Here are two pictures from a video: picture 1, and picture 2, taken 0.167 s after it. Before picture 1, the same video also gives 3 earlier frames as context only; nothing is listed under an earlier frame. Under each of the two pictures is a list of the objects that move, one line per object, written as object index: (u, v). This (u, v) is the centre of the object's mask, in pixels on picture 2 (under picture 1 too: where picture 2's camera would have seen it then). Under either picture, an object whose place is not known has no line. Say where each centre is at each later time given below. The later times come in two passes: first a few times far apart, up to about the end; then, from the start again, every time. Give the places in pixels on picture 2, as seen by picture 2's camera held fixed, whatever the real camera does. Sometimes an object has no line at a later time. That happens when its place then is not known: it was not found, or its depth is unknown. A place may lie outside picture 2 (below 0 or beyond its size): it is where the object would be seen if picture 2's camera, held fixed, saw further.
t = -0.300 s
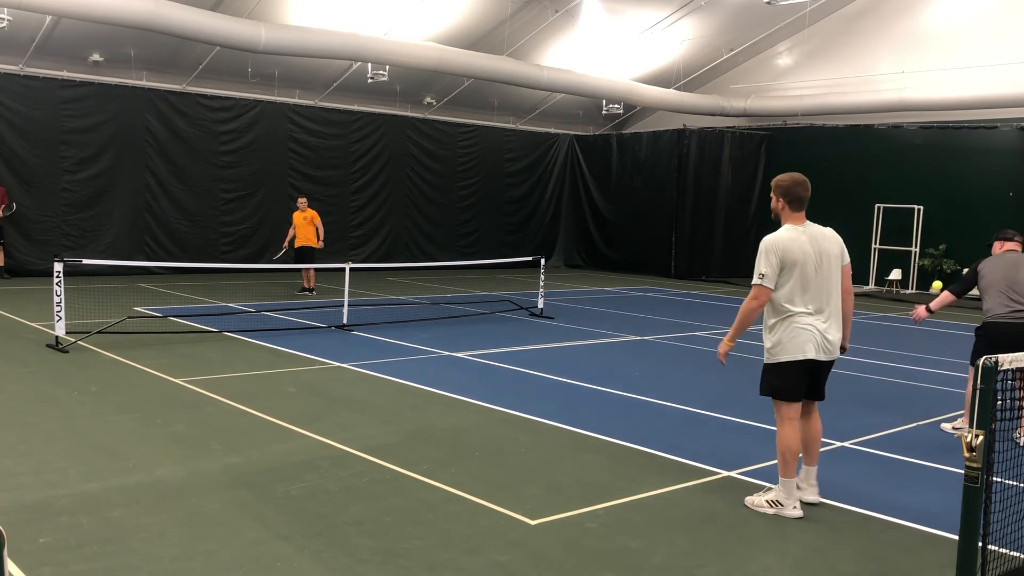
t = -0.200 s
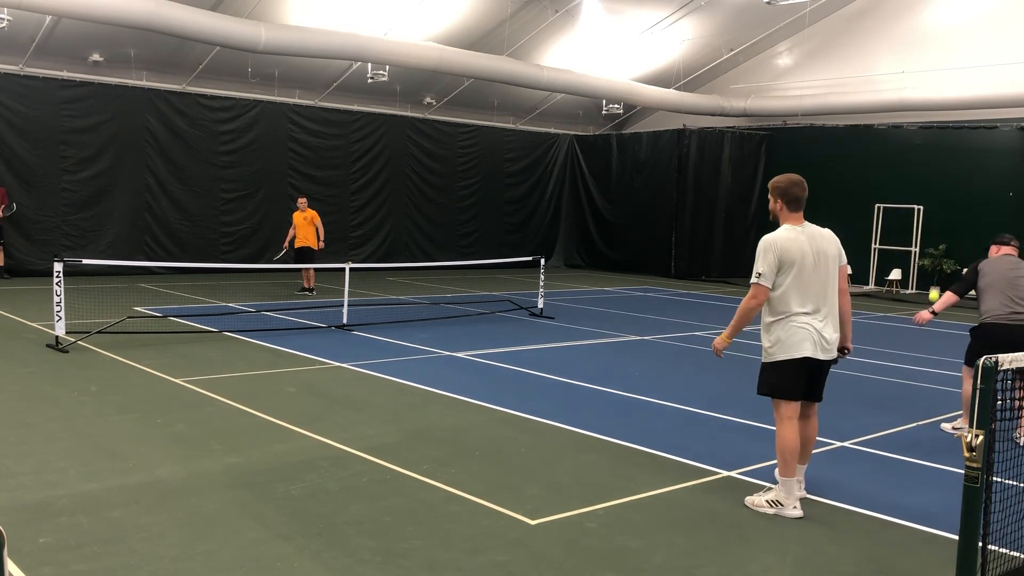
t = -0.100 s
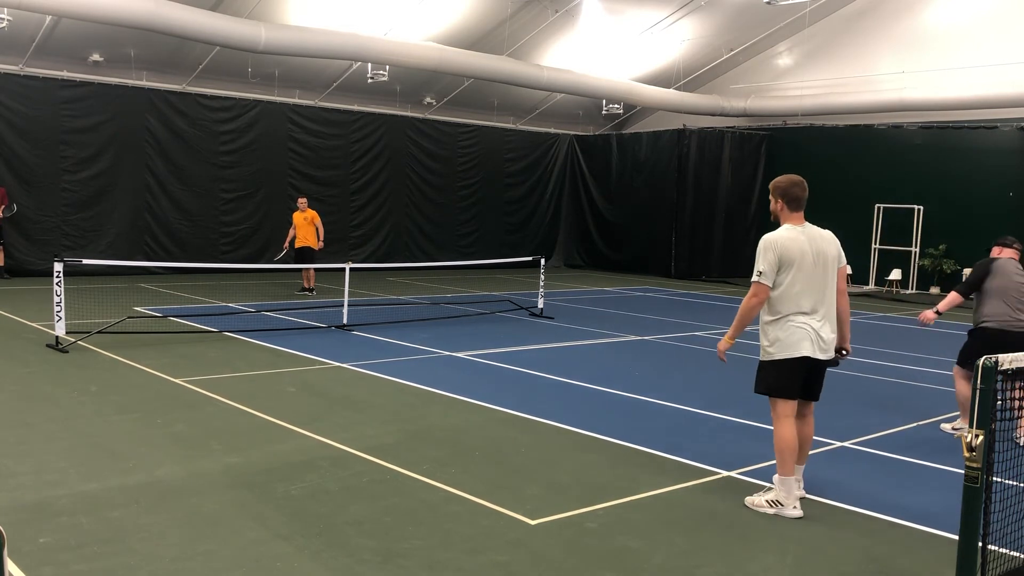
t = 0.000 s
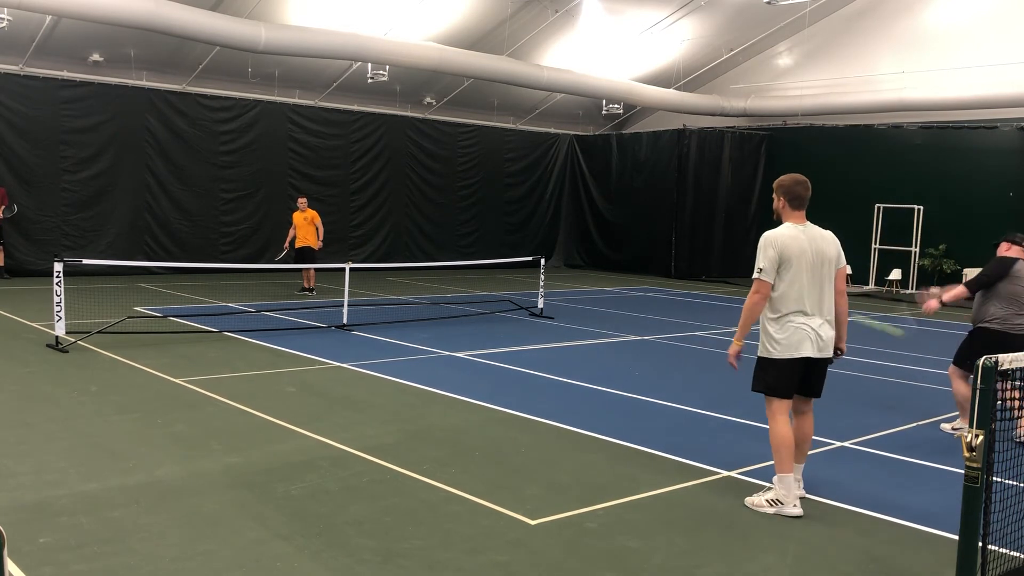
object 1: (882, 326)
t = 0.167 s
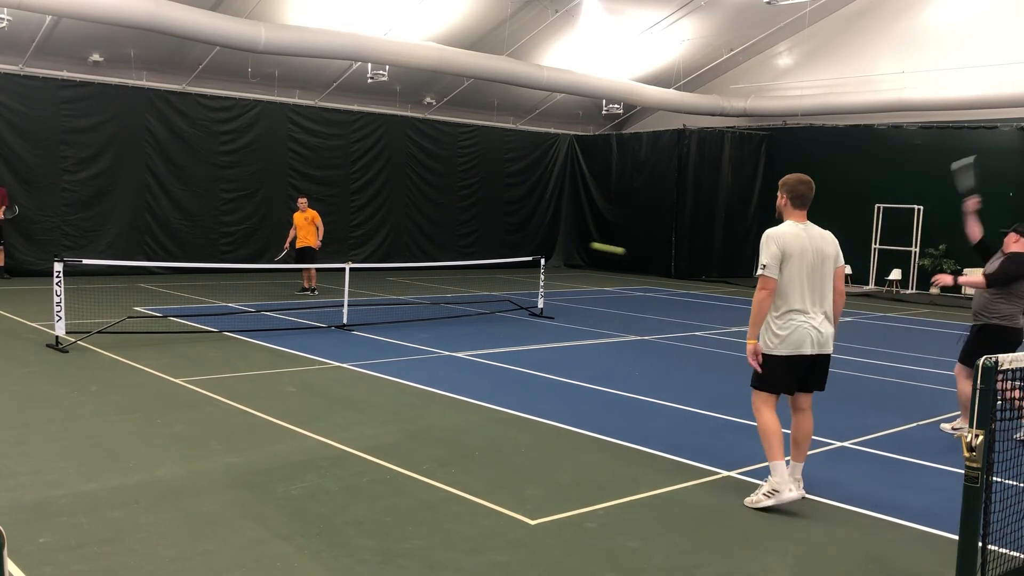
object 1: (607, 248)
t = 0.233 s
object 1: (530, 235)
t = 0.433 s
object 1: (358, 229)
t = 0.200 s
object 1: (567, 240)
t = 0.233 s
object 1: (530, 235)
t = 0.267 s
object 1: (496, 230)
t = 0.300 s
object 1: (464, 228)
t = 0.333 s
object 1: (434, 226)
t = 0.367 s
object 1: (407, 226)
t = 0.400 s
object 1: (382, 227)
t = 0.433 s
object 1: (358, 229)
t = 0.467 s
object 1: (336, 232)
